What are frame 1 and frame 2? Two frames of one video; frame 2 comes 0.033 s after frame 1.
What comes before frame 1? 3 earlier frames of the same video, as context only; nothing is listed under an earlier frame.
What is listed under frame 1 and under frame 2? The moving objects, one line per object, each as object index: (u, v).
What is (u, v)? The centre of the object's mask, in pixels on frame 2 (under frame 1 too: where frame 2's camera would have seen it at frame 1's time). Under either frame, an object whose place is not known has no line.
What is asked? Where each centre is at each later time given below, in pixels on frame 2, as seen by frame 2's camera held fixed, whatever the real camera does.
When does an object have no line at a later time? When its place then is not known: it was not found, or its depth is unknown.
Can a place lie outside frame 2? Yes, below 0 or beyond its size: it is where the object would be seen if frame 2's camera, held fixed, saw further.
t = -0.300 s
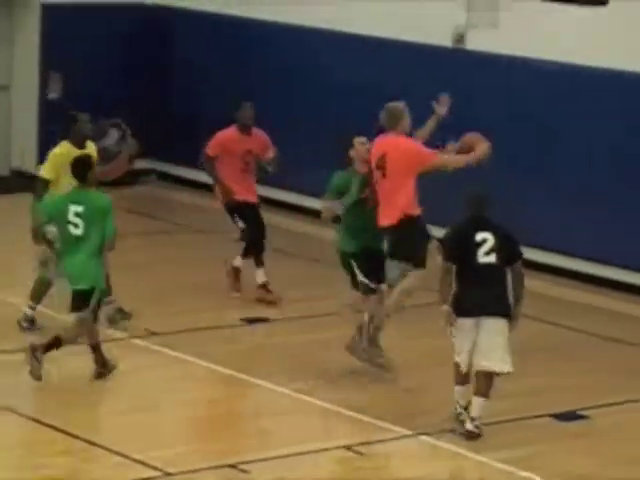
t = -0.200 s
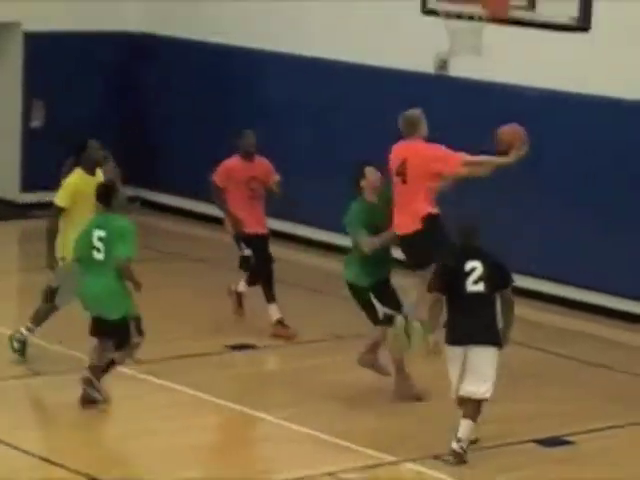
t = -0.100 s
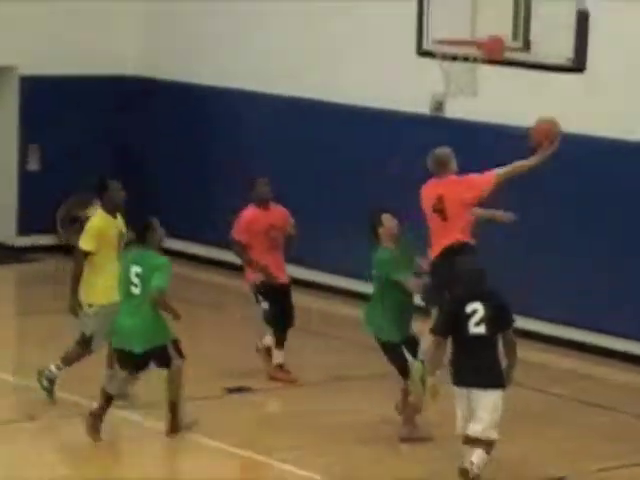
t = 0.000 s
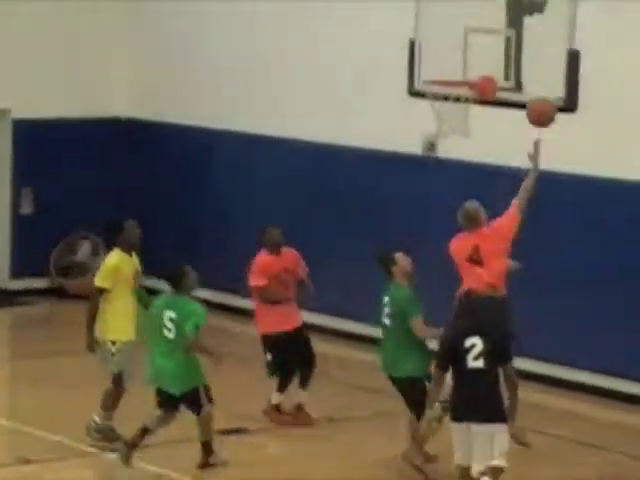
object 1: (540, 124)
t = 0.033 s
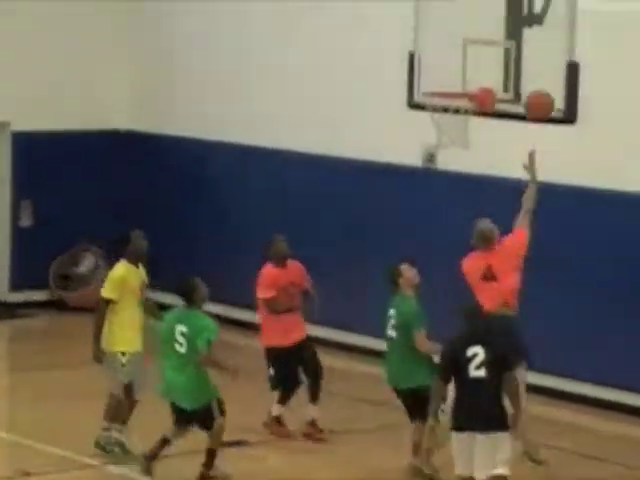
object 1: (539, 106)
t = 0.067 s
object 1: (537, 88)
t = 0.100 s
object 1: (535, 73)
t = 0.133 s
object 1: (534, 59)
